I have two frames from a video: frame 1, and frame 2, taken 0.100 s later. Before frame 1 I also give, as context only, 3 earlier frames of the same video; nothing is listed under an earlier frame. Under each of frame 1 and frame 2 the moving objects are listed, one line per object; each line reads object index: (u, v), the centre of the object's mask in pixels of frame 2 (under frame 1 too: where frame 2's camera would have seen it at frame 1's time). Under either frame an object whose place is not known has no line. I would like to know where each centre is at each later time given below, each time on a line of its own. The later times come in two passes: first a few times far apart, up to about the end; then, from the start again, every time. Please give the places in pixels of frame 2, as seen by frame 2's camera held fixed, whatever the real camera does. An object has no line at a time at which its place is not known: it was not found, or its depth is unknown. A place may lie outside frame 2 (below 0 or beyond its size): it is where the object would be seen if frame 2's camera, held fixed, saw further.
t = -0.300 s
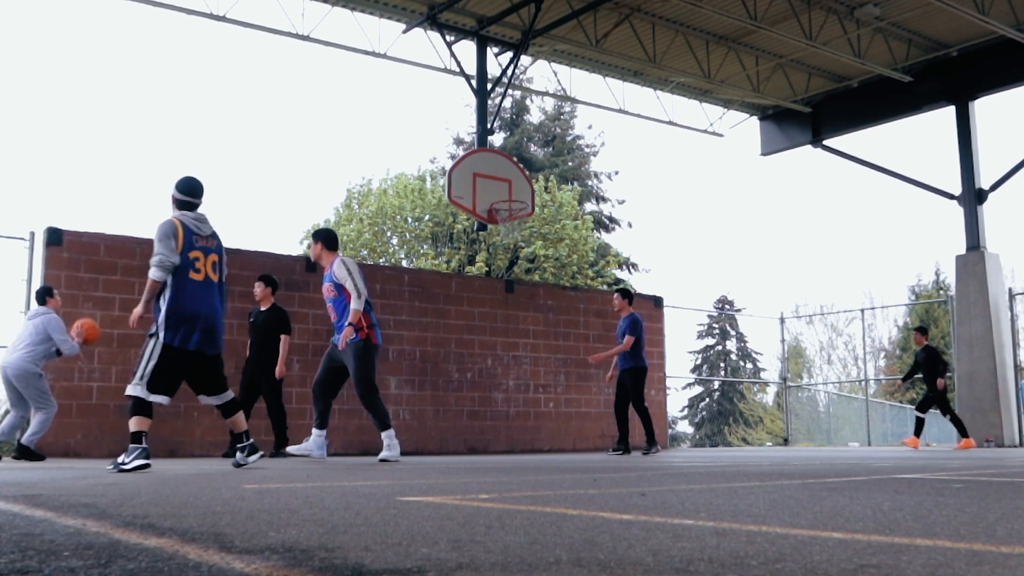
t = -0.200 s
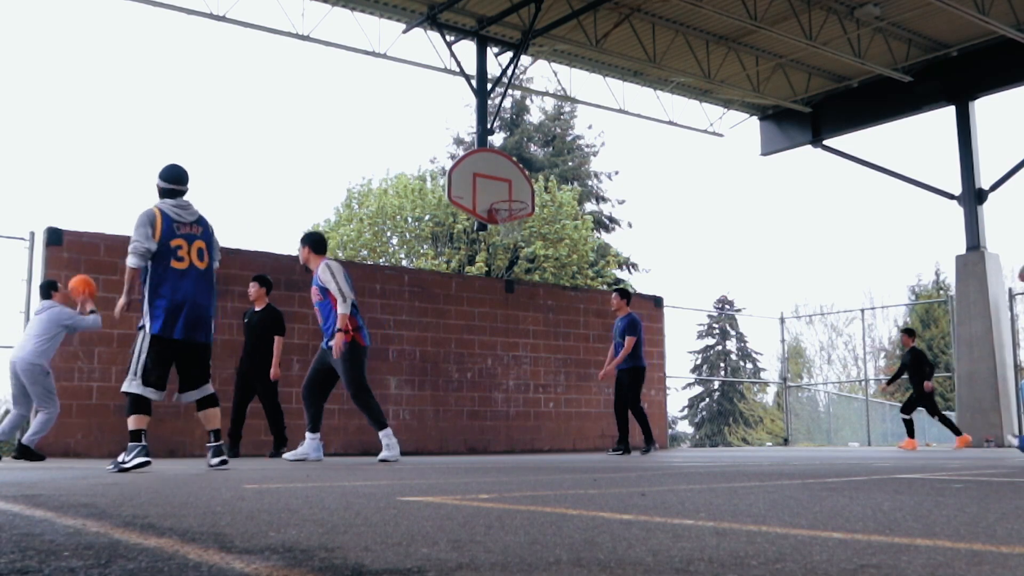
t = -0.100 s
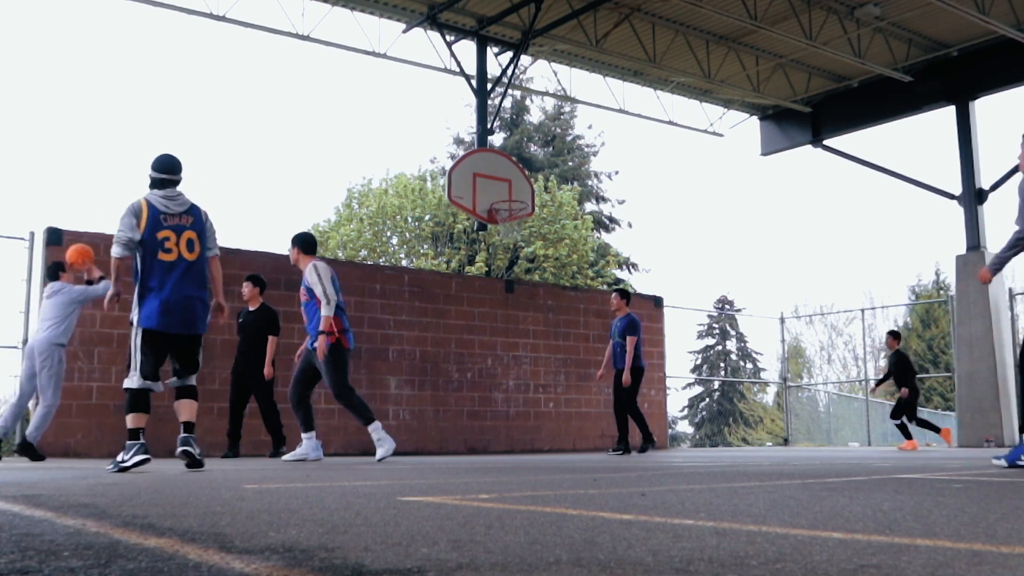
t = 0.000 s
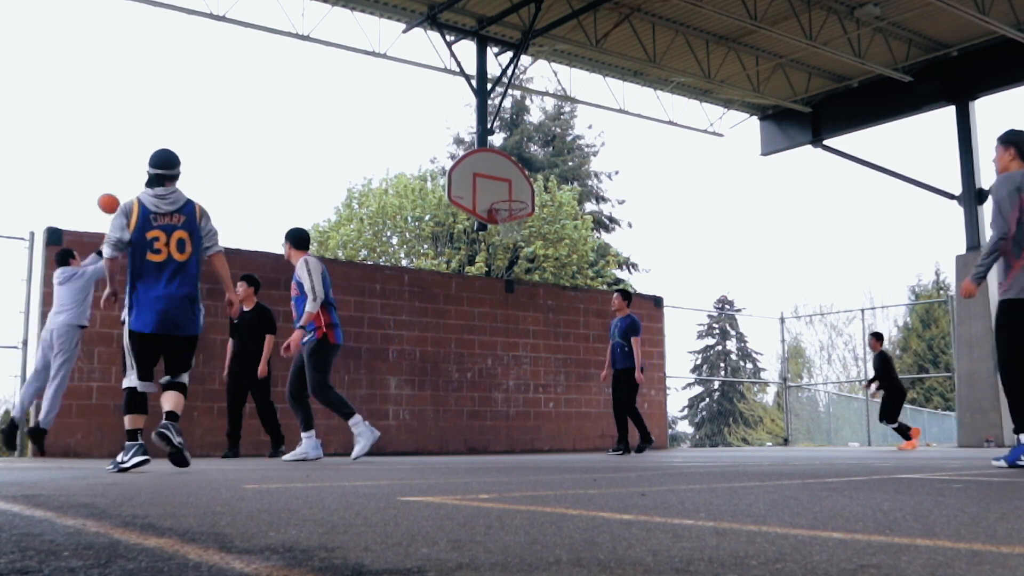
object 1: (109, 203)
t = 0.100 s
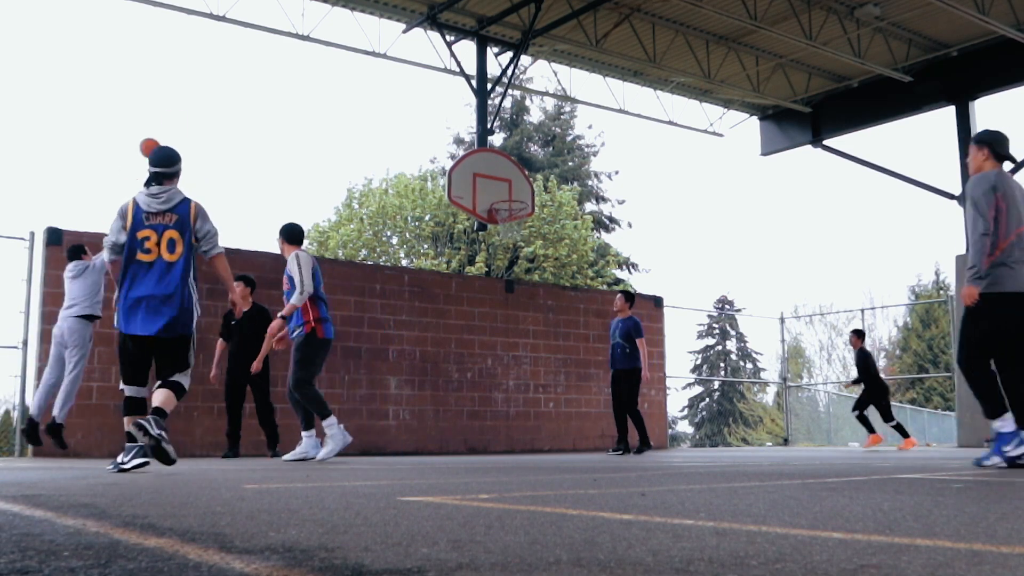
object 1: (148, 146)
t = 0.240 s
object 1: (204, 91)
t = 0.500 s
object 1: (293, 40)
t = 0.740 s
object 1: (365, 46)
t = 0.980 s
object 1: (429, 96)
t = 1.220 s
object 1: (488, 187)
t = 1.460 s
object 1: (527, 152)
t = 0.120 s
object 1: (158, 137)
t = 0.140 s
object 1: (166, 129)
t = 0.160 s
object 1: (174, 121)
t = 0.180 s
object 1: (182, 113)
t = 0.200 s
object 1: (189, 105)
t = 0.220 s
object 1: (197, 98)
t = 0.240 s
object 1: (204, 91)
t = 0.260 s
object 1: (212, 85)
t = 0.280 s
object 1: (219, 79)
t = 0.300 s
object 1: (226, 73)
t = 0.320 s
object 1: (233, 69)
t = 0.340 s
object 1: (240, 64)
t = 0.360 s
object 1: (247, 59)
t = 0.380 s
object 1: (254, 56)
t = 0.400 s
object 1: (260, 52)
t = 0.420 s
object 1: (267, 49)
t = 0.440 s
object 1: (273, 46)
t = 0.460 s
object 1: (280, 44)
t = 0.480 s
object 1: (286, 42)
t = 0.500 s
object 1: (293, 40)
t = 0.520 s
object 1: (299, 39)
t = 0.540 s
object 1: (305, 38)
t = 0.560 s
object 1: (311, 37)
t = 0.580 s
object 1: (317, 37)
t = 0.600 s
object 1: (323, 37)
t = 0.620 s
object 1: (329, 37)
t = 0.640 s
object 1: (335, 38)
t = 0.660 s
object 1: (341, 39)
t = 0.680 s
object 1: (347, 40)
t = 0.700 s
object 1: (353, 42)
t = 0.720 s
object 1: (358, 44)
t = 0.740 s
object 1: (365, 46)
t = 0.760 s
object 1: (370, 49)
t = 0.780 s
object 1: (376, 51)
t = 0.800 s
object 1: (381, 55)
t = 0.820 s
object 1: (386, 58)
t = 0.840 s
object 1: (392, 62)
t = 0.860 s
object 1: (397, 66)
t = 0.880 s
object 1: (403, 69)
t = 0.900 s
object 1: (408, 75)
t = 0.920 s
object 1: (413, 80)
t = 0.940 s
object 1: (418, 85)
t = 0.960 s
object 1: (424, 90)
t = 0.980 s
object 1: (429, 96)
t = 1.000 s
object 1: (434, 102)
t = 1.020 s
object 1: (439, 108)
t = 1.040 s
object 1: (444, 115)
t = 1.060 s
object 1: (450, 122)
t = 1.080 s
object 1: (454, 129)
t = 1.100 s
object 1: (460, 137)
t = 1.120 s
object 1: (464, 144)
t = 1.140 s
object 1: (470, 152)
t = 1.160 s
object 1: (475, 160)
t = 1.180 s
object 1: (479, 169)
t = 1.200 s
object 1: (484, 177)
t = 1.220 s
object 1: (488, 187)
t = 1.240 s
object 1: (493, 195)
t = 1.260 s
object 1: (496, 192)
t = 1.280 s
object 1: (500, 187)
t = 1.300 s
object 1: (503, 181)
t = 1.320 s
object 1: (506, 176)
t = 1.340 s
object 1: (509, 172)
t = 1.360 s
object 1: (512, 168)
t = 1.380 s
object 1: (516, 164)
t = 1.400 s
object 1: (518, 161)
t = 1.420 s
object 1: (521, 157)
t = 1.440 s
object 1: (524, 154)
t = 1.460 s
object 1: (527, 152)
